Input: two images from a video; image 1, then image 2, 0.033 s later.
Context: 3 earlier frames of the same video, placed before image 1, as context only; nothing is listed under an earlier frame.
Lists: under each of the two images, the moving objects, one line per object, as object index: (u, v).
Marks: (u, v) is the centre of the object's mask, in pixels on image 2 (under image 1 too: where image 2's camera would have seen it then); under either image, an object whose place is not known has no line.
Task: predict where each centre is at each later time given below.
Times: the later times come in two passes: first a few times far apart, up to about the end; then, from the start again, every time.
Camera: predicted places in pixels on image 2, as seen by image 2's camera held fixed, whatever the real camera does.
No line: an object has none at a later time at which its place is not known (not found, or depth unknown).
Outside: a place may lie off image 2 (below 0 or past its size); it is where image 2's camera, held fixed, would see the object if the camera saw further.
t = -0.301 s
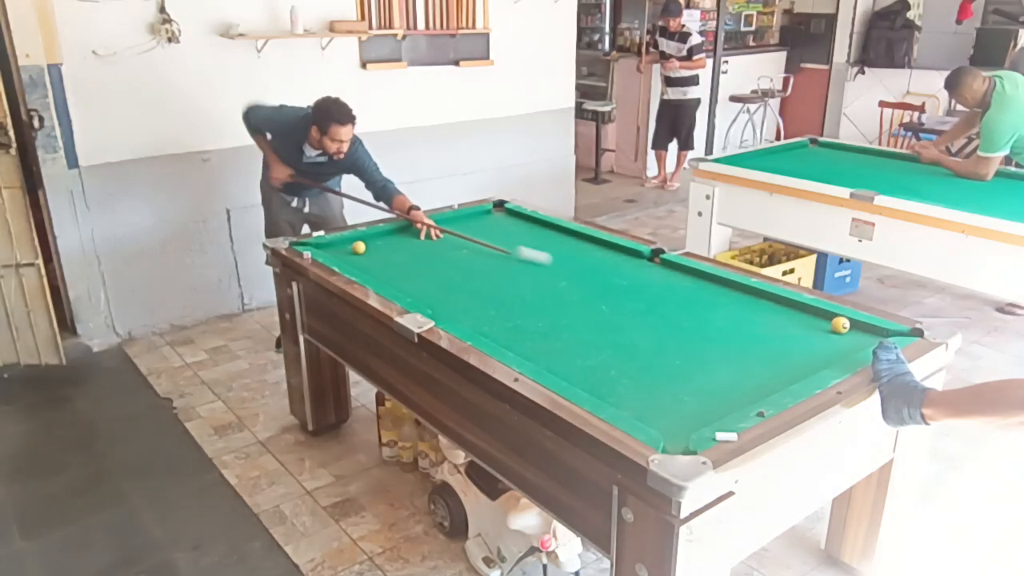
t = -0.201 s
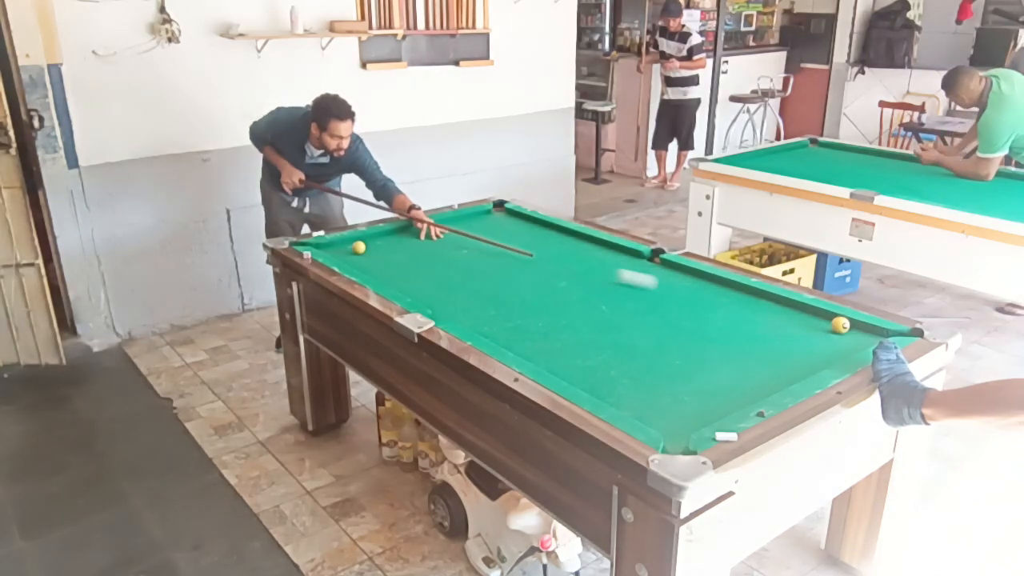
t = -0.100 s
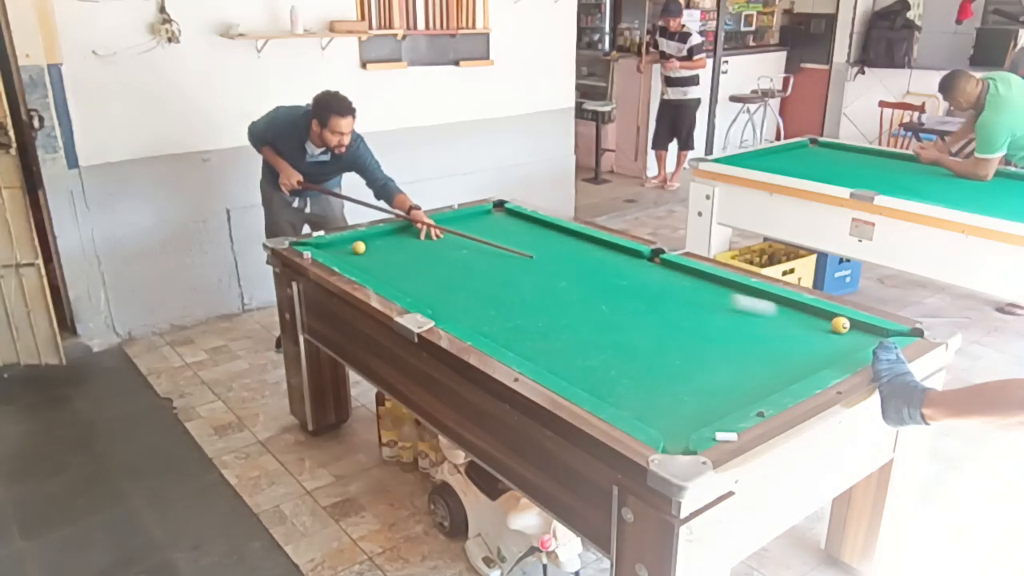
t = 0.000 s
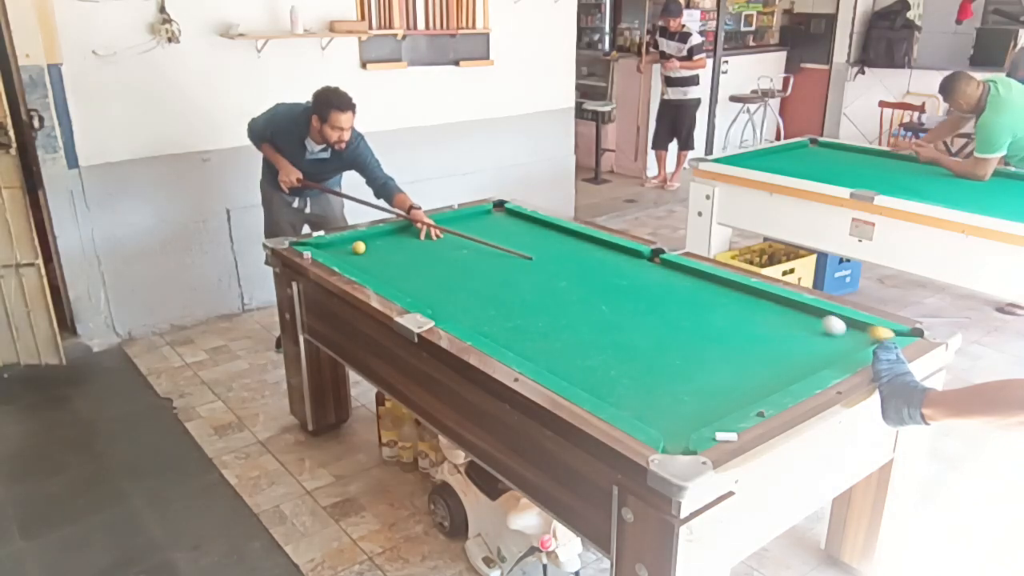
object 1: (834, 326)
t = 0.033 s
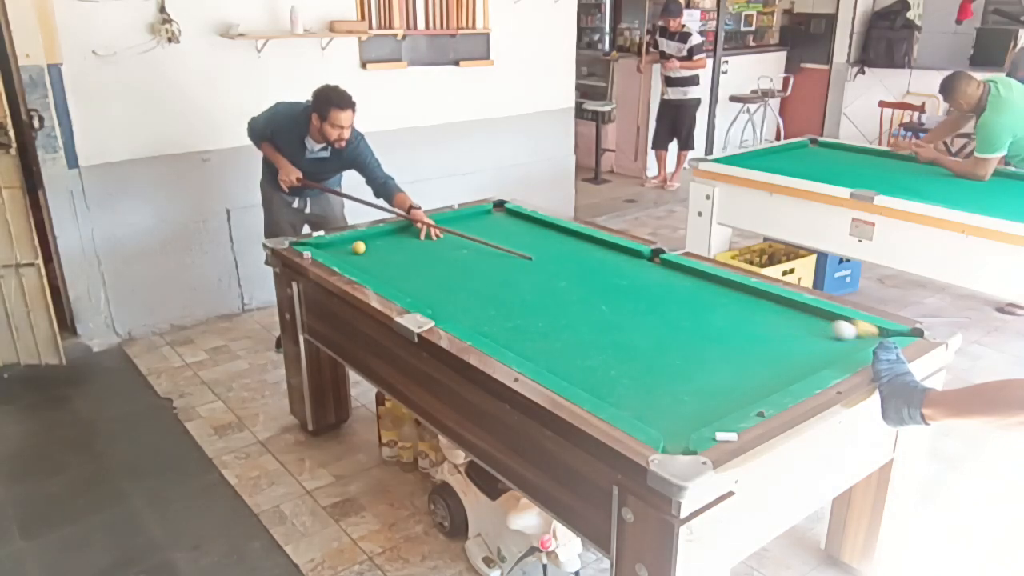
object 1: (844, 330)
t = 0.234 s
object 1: (840, 327)
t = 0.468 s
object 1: (803, 309)
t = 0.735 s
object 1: (756, 300)
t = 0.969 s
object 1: (719, 292)
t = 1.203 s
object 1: (685, 285)
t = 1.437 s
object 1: (654, 279)
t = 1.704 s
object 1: (623, 273)
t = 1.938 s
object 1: (598, 267)
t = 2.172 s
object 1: (575, 263)
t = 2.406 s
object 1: (554, 258)
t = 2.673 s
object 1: (532, 253)
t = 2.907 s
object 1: (514, 249)
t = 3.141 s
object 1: (498, 246)
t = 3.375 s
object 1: (482, 243)
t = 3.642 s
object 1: (467, 239)
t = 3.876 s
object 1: (453, 237)
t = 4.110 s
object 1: (442, 235)
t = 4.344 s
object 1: (431, 233)
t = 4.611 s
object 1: (419, 231)
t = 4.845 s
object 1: (410, 229)
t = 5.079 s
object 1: (405, 228)
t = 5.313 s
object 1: (406, 230)
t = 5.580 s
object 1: (406, 231)
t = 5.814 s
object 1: (406, 232)
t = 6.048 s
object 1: (407, 233)
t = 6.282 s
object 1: (407, 234)
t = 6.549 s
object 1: (406, 234)
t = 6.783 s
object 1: (406, 234)
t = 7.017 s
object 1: (406, 234)
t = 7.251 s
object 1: (406, 234)
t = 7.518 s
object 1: (406, 234)
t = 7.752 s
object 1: (406, 234)
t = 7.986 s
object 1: (406, 234)
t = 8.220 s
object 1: (406, 234)
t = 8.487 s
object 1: (406, 234)
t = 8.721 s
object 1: (406, 234)
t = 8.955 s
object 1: (406, 234)
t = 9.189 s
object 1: (406, 234)
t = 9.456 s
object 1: (406, 234)
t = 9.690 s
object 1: (406, 234)
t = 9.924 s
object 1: (406, 234)
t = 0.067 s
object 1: (856, 335)
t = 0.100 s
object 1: (867, 338)
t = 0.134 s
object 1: (868, 337)
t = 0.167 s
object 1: (858, 334)
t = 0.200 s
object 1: (849, 330)
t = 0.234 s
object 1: (840, 327)
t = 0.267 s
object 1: (834, 323)
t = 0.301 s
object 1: (828, 320)
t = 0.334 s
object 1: (823, 317)
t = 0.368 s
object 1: (819, 315)
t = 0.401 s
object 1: (814, 312)
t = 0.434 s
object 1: (809, 310)
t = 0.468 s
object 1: (803, 309)
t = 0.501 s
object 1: (797, 308)
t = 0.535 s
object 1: (790, 307)
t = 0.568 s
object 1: (784, 306)
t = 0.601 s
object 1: (779, 305)
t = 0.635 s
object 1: (773, 303)
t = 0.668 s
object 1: (767, 302)
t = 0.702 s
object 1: (762, 301)
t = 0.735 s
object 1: (756, 300)
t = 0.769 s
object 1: (751, 299)
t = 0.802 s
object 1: (745, 298)
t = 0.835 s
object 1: (740, 297)
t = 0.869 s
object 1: (735, 295)
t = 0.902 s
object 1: (730, 294)
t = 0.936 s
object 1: (724, 293)
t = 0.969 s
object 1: (719, 292)
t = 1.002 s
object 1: (714, 291)
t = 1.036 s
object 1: (709, 290)
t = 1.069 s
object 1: (704, 289)
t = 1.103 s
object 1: (700, 288)
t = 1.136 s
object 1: (695, 287)
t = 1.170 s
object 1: (690, 286)
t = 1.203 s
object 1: (685, 285)
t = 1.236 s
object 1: (681, 284)
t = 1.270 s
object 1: (676, 284)
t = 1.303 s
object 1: (672, 283)
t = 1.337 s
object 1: (667, 282)
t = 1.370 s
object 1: (663, 281)
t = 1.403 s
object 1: (659, 280)
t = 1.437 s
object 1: (654, 279)
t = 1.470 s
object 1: (650, 278)
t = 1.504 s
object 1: (646, 277)
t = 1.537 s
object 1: (642, 277)
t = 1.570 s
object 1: (638, 276)
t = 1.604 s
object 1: (634, 275)
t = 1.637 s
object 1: (631, 274)
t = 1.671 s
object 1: (627, 273)
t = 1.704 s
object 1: (623, 273)
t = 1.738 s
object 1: (619, 272)
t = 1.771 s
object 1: (615, 271)
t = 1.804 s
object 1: (612, 270)
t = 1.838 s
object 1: (608, 269)
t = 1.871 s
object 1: (605, 269)
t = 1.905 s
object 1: (601, 268)
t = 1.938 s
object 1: (598, 267)
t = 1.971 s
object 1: (594, 266)
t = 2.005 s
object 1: (591, 266)
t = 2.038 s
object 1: (588, 265)
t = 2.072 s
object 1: (585, 264)
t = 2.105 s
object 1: (582, 264)
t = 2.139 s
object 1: (578, 263)
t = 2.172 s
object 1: (575, 263)
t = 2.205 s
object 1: (572, 262)
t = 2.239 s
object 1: (569, 261)
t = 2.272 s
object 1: (566, 260)
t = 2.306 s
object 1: (563, 260)
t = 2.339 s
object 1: (560, 259)
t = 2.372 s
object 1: (557, 258)
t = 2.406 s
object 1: (554, 258)
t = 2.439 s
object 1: (551, 257)
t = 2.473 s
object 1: (548, 257)
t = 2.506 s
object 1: (546, 256)
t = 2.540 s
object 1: (543, 256)
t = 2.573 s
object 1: (540, 255)
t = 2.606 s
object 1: (537, 254)
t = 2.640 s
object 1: (535, 254)
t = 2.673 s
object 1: (532, 253)
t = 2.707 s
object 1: (529, 253)
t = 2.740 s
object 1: (527, 252)
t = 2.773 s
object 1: (524, 251)
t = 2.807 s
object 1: (522, 251)
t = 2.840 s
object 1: (519, 250)
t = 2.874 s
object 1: (517, 250)
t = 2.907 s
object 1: (514, 249)
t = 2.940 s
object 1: (512, 249)
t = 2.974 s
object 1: (510, 248)
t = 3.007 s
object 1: (507, 248)
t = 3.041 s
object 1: (505, 247)
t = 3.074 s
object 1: (502, 247)
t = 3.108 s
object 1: (500, 246)
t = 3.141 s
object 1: (498, 246)
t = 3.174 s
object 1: (496, 245)
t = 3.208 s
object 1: (493, 245)
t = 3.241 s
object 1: (491, 244)
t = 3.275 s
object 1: (489, 244)
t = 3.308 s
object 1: (487, 243)
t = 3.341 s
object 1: (485, 243)
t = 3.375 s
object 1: (482, 243)
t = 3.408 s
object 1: (480, 242)
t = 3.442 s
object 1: (478, 242)
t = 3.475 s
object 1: (476, 241)
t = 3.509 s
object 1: (474, 241)
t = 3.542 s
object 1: (472, 241)
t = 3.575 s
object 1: (470, 240)
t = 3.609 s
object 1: (468, 240)
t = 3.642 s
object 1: (467, 239)
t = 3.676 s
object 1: (464, 239)
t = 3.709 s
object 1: (462, 239)
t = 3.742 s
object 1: (461, 238)
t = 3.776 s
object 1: (459, 238)
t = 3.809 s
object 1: (457, 238)
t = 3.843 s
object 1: (455, 237)
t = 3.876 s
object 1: (453, 237)
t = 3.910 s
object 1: (452, 236)
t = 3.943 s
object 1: (450, 236)
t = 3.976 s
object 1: (448, 236)
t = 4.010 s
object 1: (447, 236)
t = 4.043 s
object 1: (445, 235)
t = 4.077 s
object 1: (443, 235)
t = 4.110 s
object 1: (442, 235)
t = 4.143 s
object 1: (440, 234)
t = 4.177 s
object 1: (438, 234)
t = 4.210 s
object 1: (437, 234)
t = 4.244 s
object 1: (435, 234)
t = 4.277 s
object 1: (434, 233)
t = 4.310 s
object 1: (432, 233)
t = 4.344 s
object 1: (431, 233)
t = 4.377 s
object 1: (429, 232)
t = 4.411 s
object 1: (428, 232)
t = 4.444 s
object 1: (426, 232)
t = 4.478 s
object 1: (425, 231)
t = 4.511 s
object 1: (424, 231)
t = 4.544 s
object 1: (422, 231)
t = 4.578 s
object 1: (421, 231)
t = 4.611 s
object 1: (419, 231)
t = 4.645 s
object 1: (418, 230)
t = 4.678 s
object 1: (417, 230)
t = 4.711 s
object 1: (416, 230)
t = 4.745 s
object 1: (414, 229)
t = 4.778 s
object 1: (413, 229)
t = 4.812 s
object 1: (412, 229)
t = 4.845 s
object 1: (410, 229)
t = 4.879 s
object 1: (409, 229)
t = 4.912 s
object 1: (408, 228)
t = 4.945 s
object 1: (407, 228)
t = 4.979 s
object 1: (406, 228)
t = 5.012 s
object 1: (405, 228)
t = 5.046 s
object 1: (405, 228)
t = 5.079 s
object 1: (405, 228)
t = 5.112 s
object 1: (405, 228)
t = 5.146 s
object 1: (405, 229)
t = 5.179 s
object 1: (405, 229)
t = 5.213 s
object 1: (405, 229)
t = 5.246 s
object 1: (405, 229)
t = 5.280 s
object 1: (406, 230)
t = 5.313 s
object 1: (406, 230)
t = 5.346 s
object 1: (406, 230)
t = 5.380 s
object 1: (406, 230)
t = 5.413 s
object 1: (406, 230)
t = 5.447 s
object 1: (406, 231)
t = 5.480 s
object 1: (406, 231)
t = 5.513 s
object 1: (406, 231)
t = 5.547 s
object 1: (406, 231)
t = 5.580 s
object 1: (406, 231)
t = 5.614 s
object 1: (407, 231)
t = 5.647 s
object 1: (406, 232)
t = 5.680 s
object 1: (407, 232)
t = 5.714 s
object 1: (406, 232)
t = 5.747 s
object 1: (406, 232)
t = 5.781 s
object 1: (406, 232)
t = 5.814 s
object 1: (406, 232)
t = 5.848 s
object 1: (406, 233)
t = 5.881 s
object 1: (406, 233)
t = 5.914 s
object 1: (406, 233)
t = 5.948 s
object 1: (407, 233)
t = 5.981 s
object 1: (407, 233)
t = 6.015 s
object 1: (407, 233)
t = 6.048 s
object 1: (407, 233)
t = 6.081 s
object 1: (407, 233)
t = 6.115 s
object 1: (407, 233)
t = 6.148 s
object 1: (407, 233)
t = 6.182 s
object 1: (407, 233)
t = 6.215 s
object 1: (407, 233)
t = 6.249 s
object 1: (407, 234)
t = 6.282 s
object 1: (407, 234)
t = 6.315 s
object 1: (407, 234)
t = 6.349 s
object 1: (407, 234)
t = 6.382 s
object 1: (407, 234)
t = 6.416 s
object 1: (407, 234)
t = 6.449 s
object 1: (406, 234)
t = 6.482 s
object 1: (406, 234)
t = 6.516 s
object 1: (406, 234)
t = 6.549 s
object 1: (406, 234)
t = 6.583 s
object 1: (406, 234)
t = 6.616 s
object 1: (406, 234)
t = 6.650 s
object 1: (406, 234)
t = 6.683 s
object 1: (406, 234)
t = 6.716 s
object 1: (406, 234)
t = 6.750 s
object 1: (406, 234)
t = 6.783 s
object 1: (406, 234)
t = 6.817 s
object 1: (406, 234)
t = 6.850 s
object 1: (406, 234)
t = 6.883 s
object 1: (406, 234)
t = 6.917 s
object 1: (406, 234)
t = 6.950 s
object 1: (406, 234)
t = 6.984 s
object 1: (406, 234)
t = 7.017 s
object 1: (406, 234)
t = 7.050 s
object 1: (406, 234)
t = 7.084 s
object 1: (406, 234)
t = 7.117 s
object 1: (406, 234)
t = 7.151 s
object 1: (406, 234)
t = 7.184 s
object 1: (406, 234)
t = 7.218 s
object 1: (406, 234)
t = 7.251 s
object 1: (406, 234)
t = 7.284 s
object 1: (406, 234)
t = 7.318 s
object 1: (406, 234)
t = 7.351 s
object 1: (406, 234)
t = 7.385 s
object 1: (406, 234)
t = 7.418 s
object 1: (406, 234)
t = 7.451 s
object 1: (406, 234)
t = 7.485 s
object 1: (406, 234)
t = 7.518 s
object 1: (406, 234)
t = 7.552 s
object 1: (406, 234)
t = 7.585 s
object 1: (406, 234)
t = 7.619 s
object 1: (406, 234)
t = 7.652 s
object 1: (406, 234)
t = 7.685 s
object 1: (406, 234)
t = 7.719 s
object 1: (406, 234)
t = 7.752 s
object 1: (406, 234)
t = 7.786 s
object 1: (406, 234)
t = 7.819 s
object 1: (406, 234)
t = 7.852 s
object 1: (406, 234)
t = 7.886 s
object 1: (406, 234)
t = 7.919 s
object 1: (406, 234)
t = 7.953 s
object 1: (406, 234)
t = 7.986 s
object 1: (406, 234)
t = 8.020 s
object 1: (406, 234)
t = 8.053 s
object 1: (406, 234)
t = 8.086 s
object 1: (406, 234)
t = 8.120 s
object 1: (406, 234)
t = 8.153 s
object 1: (406, 234)
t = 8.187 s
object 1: (406, 234)
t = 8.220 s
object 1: (406, 234)
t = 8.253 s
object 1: (406, 234)
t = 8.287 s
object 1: (406, 234)
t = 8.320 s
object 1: (406, 234)
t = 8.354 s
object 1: (406, 234)
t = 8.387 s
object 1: (406, 234)
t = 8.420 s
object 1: (406, 234)
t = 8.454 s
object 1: (406, 234)
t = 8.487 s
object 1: (406, 234)
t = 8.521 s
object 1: (406, 234)
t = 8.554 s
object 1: (406, 234)
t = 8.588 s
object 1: (406, 234)
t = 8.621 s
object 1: (406, 234)
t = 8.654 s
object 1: (406, 234)
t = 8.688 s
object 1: (406, 234)
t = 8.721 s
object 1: (406, 234)
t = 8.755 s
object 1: (406, 234)
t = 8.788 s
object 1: (406, 234)
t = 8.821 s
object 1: (406, 234)
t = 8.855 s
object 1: (406, 234)
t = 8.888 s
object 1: (406, 234)
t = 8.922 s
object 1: (406, 234)
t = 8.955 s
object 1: (406, 234)
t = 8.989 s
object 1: (406, 234)
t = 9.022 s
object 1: (406, 234)
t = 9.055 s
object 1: (406, 234)
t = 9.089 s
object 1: (406, 234)
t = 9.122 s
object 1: (406, 234)
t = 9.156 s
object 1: (406, 234)
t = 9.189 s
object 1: (406, 234)
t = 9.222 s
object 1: (406, 234)
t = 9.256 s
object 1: (406, 234)
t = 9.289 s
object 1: (406, 234)
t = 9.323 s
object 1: (406, 234)
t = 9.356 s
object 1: (406, 234)
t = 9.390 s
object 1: (406, 234)
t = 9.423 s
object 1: (406, 234)
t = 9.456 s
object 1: (406, 234)
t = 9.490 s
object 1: (406, 234)
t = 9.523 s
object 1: (406, 234)
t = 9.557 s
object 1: (406, 234)
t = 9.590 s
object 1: (406, 234)
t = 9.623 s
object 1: (406, 234)
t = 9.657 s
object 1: (406, 234)
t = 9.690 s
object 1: (406, 234)
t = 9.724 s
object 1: (406, 234)
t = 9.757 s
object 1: (406, 234)
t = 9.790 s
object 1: (407, 234)
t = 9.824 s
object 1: (406, 234)
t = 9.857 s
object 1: (406, 234)
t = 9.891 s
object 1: (406, 234)
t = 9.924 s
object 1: (406, 234)
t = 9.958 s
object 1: (406, 234)
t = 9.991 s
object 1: (406, 234)
